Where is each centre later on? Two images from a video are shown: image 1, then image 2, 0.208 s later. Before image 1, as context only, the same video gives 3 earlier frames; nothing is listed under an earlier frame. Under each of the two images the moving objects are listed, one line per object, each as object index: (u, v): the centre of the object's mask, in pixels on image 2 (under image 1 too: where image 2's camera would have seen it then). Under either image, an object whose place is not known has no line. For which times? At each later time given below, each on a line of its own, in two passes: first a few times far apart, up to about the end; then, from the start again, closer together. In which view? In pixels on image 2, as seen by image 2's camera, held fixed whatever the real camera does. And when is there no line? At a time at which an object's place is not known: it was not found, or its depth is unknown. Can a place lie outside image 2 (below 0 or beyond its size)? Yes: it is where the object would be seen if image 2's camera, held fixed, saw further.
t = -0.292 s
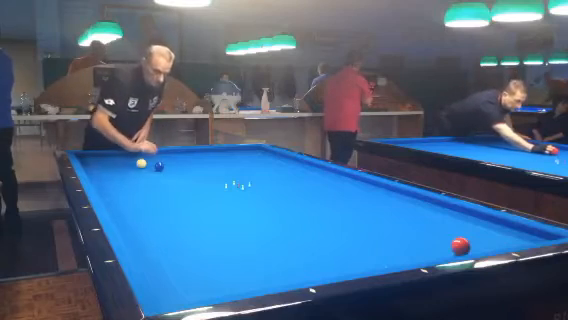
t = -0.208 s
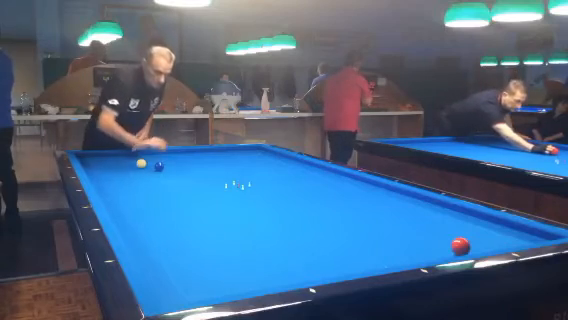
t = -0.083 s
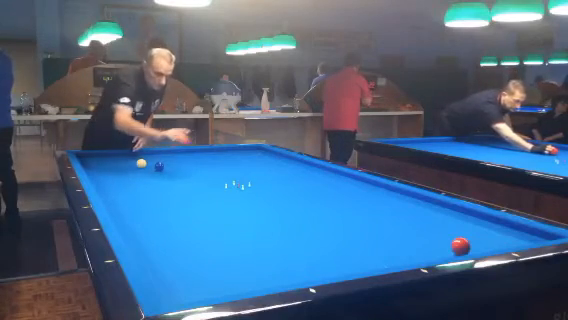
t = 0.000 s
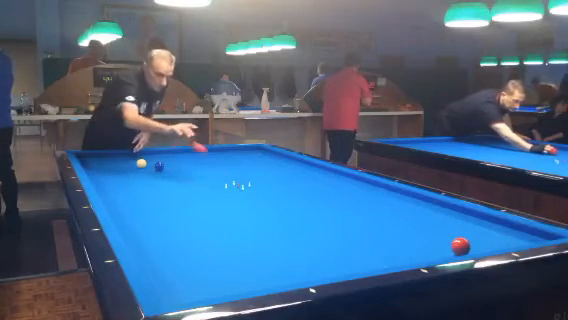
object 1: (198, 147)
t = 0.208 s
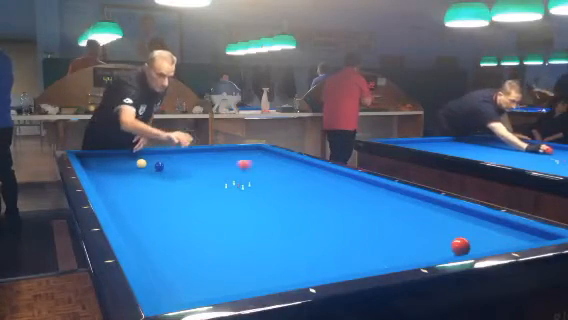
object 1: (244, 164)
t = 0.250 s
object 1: (253, 165)
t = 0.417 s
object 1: (294, 183)
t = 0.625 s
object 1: (346, 196)
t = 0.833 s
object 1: (406, 213)
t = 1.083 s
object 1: (495, 232)
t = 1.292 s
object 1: (514, 231)
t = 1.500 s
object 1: (487, 217)
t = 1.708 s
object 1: (456, 210)
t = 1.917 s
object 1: (428, 204)
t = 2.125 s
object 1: (403, 198)
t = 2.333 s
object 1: (381, 193)
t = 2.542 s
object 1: (361, 189)
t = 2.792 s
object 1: (339, 184)
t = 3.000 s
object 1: (322, 181)
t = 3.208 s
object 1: (307, 177)
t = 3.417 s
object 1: (293, 174)
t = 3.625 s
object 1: (280, 171)
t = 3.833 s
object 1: (267, 168)
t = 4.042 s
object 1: (256, 166)
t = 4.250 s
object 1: (246, 164)
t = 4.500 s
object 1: (234, 162)
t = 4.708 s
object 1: (225, 159)
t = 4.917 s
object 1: (216, 157)
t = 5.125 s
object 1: (209, 156)
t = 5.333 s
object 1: (201, 154)
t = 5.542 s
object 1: (194, 152)
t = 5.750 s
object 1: (187, 151)
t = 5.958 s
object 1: (181, 150)
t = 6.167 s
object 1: (179, 150)
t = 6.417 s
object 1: (176, 151)
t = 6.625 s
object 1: (175, 152)
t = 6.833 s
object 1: (173, 153)
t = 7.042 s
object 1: (171, 154)
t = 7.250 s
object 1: (169, 155)
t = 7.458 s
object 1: (167, 156)
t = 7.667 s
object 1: (165, 156)
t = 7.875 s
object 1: (163, 157)
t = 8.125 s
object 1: (161, 158)
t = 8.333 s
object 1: (160, 158)
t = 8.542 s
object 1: (157, 159)
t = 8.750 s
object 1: (156, 160)
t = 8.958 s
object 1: (156, 160)
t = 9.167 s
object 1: (153, 162)
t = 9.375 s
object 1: (152, 162)
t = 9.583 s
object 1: (150, 163)
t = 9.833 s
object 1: (148, 165)
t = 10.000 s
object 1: (148, 165)
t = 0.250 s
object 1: (253, 165)
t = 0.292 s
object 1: (263, 169)
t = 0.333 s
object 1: (273, 176)
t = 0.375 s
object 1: (283, 185)
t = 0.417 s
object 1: (294, 183)
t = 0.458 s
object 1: (303, 183)
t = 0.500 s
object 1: (314, 186)
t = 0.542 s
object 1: (325, 192)
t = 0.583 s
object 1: (336, 196)
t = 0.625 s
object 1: (346, 196)
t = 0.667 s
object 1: (358, 200)
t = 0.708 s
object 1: (370, 204)
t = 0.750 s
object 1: (381, 206)
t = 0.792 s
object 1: (394, 211)
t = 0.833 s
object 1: (406, 213)
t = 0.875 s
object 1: (420, 216)
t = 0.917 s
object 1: (434, 219)
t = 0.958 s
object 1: (448, 222)
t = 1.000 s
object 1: (463, 225)
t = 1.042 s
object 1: (478, 229)
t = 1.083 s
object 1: (495, 232)
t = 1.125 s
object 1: (512, 236)
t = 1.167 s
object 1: (529, 237)
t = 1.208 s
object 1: (530, 236)
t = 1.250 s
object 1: (522, 234)
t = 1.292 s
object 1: (514, 231)
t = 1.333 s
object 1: (507, 228)
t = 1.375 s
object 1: (502, 225)
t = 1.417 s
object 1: (496, 222)
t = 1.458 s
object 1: (491, 219)
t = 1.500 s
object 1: (487, 217)
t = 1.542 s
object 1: (481, 216)
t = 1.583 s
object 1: (475, 214)
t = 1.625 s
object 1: (469, 213)
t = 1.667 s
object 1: (462, 211)
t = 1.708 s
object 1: (456, 210)
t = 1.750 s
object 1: (450, 208)
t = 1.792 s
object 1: (445, 208)
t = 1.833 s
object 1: (439, 206)
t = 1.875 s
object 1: (434, 205)
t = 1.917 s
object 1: (428, 204)
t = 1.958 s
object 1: (423, 203)
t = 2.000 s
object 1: (418, 202)
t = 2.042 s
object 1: (414, 200)
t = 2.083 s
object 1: (408, 199)
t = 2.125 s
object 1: (403, 198)
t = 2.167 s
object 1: (399, 197)
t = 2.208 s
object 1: (394, 196)
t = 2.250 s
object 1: (390, 195)
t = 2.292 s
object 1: (385, 194)
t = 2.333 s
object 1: (381, 193)
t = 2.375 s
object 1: (377, 192)
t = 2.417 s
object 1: (373, 192)
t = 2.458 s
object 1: (369, 191)
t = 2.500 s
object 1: (365, 189)
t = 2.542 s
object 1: (361, 189)
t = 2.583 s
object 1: (357, 188)
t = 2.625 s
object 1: (354, 187)
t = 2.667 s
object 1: (349, 186)
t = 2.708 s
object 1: (346, 185)
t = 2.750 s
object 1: (342, 185)
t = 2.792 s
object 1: (339, 184)
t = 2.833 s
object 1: (335, 183)
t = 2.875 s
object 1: (333, 182)
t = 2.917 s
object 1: (329, 182)
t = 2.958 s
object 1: (325, 181)
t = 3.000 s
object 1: (322, 181)
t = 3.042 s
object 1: (319, 180)
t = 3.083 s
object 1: (316, 179)
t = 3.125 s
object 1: (313, 179)
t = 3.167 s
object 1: (310, 178)
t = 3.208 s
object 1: (307, 177)
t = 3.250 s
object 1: (304, 176)
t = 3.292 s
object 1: (301, 175)
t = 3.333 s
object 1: (298, 175)
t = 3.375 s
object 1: (296, 174)
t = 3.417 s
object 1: (293, 174)
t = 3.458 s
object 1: (290, 173)
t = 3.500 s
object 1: (287, 173)
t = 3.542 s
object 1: (285, 172)
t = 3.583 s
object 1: (282, 172)
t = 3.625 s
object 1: (280, 171)
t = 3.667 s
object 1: (277, 170)
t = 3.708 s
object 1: (274, 170)
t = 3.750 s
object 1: (272, 169)
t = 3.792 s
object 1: (270, 169)
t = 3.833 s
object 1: (267, 168)
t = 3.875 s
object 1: (265, 167)
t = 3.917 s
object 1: (263, 167)
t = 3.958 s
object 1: (260, 167)
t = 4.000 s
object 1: (258, 166)
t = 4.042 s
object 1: (256, 166)
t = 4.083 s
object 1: (254, 165)
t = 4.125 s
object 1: (252, 165)
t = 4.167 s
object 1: (250, 165)
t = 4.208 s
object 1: (248, 164)
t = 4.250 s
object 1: (246, 164)
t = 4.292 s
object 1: (243, 163)
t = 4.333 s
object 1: (242, 163)
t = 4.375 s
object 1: (240, 163)
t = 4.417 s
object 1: (238, 162)
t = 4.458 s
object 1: (236, 162)
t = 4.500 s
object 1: (234, 162)
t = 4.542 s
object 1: (233, 161)
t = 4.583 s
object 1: (230, 160)
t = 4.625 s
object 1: (229, 160)
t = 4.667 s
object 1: (227, 160)
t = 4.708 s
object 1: (225, 159)
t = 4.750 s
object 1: (223, 159)
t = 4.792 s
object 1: (222, 158)
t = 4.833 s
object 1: (219, 158)
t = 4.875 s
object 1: (218, 157)
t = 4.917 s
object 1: (216, 157)
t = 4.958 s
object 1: (215, 157)
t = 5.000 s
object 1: (213, 157)
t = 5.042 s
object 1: (212, 156)
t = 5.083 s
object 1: (210, 156)
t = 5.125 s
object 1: (209, 156)
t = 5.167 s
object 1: (207, 155)
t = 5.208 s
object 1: (206, 155)
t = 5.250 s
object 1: (204, 155)
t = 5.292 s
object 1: (202, 154)
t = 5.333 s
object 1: (201, 154)
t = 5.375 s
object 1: (200, 154)
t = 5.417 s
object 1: (198, 153)
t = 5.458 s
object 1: (197, 153)
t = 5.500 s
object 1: (195, 153)
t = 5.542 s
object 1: (194, 152)
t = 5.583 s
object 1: (193, 152)
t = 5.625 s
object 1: (192, 152)
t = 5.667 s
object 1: (190, 152)
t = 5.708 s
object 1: (189, 151)
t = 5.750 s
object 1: (187, 151)
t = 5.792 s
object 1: (186, 151)
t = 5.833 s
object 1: (184, 150)
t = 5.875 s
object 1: (183, 150)
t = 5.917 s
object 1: (182, 150)
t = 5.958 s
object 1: (181, 150)
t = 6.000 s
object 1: (180, 150)
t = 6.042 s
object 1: (180, 150)
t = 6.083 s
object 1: (179, 150)
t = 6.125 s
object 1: (179, 150)
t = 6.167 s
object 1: (179, 150)
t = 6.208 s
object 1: (179, 150)
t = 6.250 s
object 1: (177, 151)
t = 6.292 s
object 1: (177, 151)
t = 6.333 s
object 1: (177, 151)
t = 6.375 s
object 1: (177, 151)
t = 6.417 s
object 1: (176, 151)
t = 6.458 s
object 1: (176, 151)
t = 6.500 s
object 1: (176, 151)
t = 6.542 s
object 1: (175, 151)
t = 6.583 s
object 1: (175, 152)
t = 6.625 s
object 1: (175, 152)
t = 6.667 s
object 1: (174, 152)
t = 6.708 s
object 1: (174, 152)
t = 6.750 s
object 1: (174, 152)
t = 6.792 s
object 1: (173, 152)
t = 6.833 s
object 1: (173, 153)
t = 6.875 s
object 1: (172, 153)
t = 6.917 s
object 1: (172, 153)
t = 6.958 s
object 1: (171, 153)
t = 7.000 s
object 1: (171, 154)
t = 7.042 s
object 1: (171, 154)
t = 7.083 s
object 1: (170, 154)
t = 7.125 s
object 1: (170, 154)
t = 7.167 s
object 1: (170, 154)
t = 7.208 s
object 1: (169, 154)
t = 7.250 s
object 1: (169, 155)
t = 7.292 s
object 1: (168, 155)
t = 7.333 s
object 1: (168, 155)
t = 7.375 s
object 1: (168, 155)
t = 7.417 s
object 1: (167, 155)
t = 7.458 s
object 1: (167, 156)
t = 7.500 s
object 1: (167, 156)
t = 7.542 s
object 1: (166, 156)
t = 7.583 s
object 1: (166, 156)
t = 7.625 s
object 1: (165, 156)
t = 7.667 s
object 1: (165, 156)
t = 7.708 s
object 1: (165, 157)
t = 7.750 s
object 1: (164, 157)
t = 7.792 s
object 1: (164, 157)
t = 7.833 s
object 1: (164, 157)
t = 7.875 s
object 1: (163, 157)
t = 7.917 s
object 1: (163, 157)
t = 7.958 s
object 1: (163, 158)
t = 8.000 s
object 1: (162, 158)
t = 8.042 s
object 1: (162, 158)
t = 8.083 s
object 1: (162, 158)
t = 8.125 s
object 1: (161, 158)
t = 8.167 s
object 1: (161, 158)
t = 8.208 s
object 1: (161, 158)
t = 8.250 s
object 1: (161, 158)
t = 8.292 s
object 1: (161, 158)
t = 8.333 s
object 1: (160, 158)
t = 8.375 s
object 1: (160, 158)
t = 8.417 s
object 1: (159, 159)
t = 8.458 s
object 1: (159, 158)
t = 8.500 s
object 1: (158, 159)
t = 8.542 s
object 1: (157, 159)
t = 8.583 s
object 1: (157, 159)
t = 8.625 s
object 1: (157, 159)
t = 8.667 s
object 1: (156, 159)
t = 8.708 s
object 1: (156, 160)
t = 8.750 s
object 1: (156, 160)
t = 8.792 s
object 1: (156, 160)
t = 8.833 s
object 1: (156, 160)
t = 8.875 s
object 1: (156, 160)
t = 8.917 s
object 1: (156, 160)
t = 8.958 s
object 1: (156, 160)
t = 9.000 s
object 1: (154, 161)
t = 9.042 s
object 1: (154, 161)
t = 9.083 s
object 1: (154, 161)
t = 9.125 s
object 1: (153, 162)
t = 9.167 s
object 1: (153, 162)
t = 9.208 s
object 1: (152, 162)
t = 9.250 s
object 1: (152, 162)
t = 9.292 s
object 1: (152, 162)
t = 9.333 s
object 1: (152, 162)
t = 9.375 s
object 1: (152, 162)
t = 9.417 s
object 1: (152, 162)
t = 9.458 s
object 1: (152, 162)
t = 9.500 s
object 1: (151, 163)
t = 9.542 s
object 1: (150, 163)
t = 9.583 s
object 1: (150, 163)
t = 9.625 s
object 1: (150, 164)
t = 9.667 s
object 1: (150, 164)
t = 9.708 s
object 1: (149, 164)
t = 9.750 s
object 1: (149, 164)
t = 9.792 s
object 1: (149, 164)
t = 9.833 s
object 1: (148, 165)
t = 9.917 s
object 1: (148, 165)
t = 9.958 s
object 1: (148, 165)
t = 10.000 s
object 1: (148, 165)
